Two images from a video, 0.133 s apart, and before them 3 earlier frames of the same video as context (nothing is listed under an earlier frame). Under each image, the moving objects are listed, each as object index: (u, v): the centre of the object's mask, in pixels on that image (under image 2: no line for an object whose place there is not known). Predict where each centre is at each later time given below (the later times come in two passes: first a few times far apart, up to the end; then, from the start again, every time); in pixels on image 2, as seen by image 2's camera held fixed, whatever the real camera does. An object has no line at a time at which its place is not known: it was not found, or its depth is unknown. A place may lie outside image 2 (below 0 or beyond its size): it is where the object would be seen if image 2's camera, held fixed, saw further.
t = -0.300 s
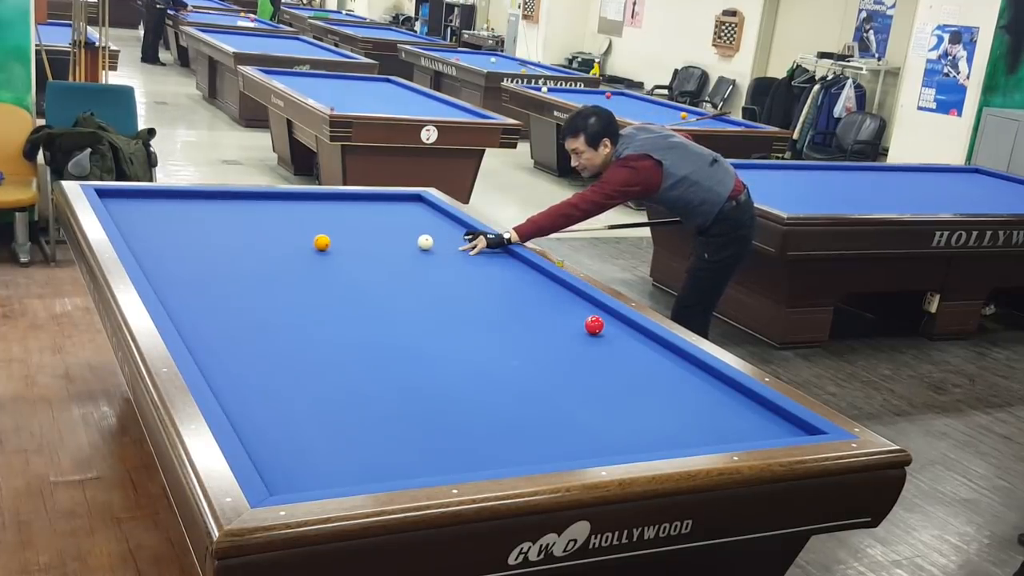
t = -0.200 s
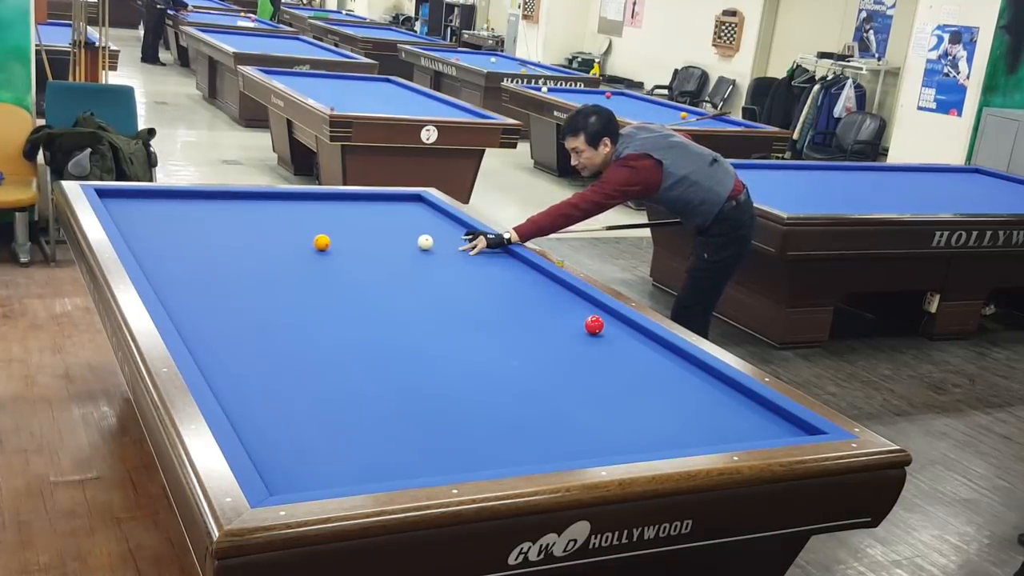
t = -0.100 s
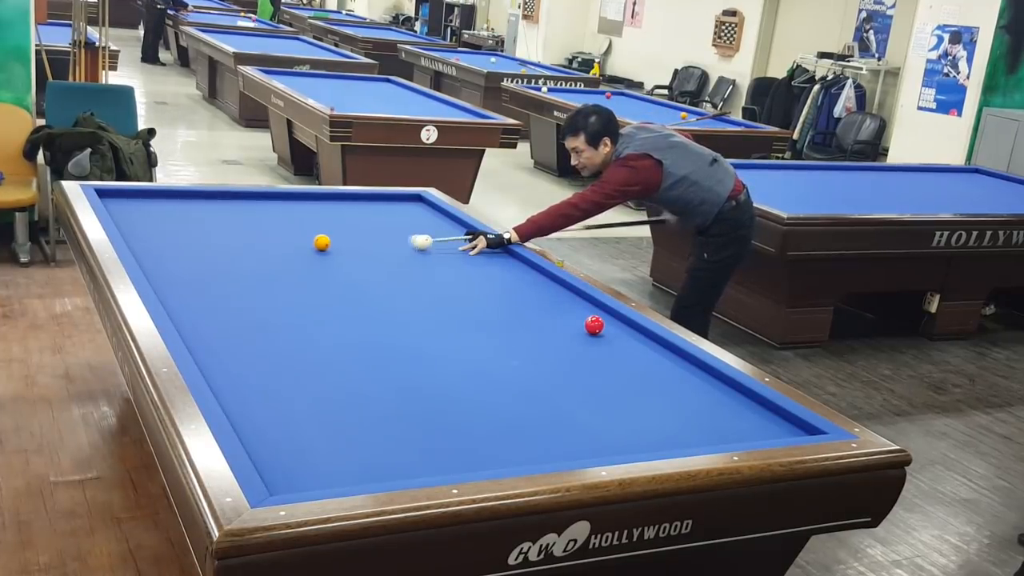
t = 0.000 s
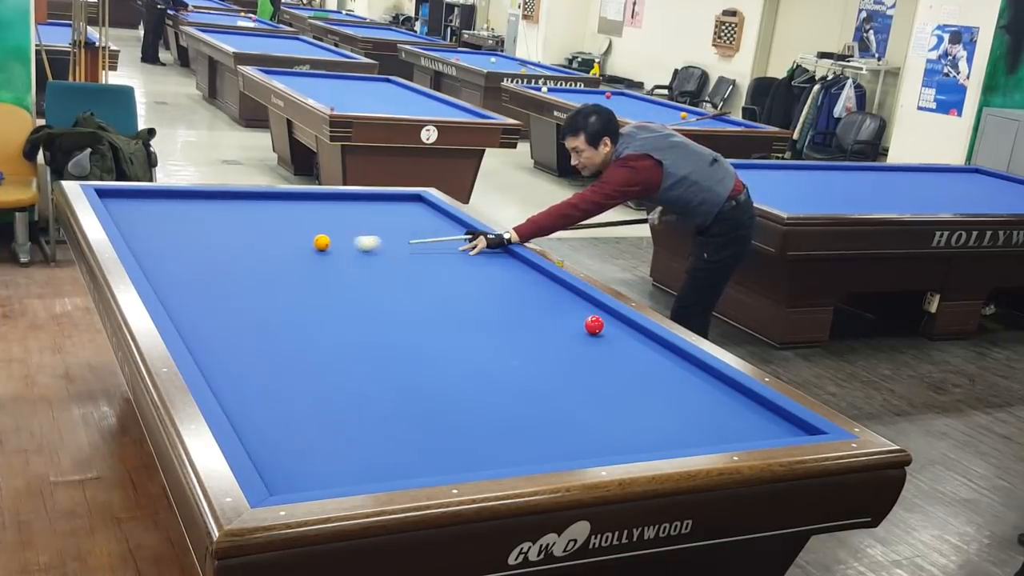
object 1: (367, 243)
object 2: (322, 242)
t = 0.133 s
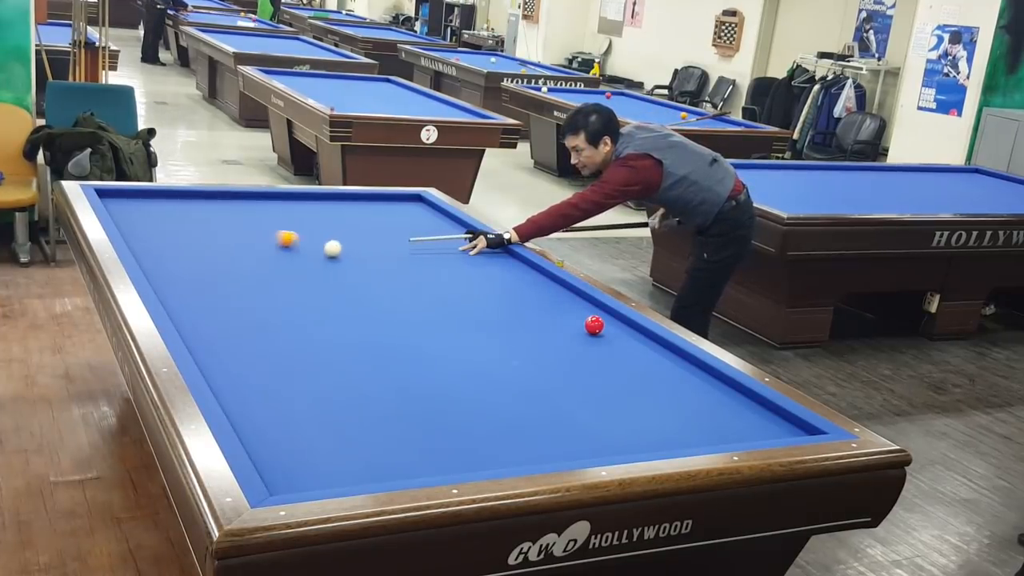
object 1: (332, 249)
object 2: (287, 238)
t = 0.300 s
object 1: (309, 258)
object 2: (221, 231)
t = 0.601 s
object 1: (250, 276)
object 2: (126, 221)
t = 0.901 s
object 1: (181, 297)
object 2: (169, 214)
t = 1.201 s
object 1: (228, 318)
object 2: (210, 209)
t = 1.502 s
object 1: (300, 341)
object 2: (247, 203)
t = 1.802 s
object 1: (375, 365)
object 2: (281, 198)
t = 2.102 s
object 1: (454, 390)
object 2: (311, 195)
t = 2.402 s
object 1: (538, 417)
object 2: (345, 198)
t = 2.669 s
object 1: (617, 442)
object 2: (373, 201)
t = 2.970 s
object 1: (655, 430)
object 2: (404, 204)
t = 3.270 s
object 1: (672, 407)
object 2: (433, 207)
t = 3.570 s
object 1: (686, 388)
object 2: (423, 210)
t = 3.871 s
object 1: (699, 370)
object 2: (412, 213)
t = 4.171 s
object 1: (668, 358)
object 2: (402, 215)
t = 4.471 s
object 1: (629, 348)
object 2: (391, 218)
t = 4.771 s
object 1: (592, 339)
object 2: (381, 221)
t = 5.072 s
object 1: (558, 330)
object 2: (371, 224)
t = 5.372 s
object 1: (526, 322)
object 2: (362, 227)
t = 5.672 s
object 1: (496, 314)
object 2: (353, 230)
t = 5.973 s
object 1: (468, 307)
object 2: (344, 232)
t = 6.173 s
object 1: (450, 303)
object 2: (338, 234)
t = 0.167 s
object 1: (329, 251)
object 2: (272, 237)
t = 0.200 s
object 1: (325, 253)
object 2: (259, 235)
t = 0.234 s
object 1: (320, 255)
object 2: (246, 234)
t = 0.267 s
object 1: (315, 256)
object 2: (234, 232)
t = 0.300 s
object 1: (309, 258)
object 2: (221, 231)
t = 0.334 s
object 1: (303, 260)
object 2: (211, 230)
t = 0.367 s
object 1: (297, 262)
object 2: (199, 229)
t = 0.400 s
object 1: (290, 264)
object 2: (189, 228)
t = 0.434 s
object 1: (284, 266)
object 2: (178, 227)
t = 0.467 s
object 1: (277, 268)
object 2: (168, 225)
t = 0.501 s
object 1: (270, 270)
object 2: (157, 224)
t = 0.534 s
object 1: (264, 272)
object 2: (147, 223)
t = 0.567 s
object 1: (257, 274)
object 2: (136, 222)
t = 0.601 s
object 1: (250, 276)
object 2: (126, 221)
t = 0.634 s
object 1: (242, 278)
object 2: (121, 220)
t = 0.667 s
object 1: (235, 281)
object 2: (129, 219)
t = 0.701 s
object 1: (228, 283)
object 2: (136, 219)
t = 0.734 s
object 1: (220, 285)
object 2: (143, 218)
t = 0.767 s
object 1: (213, 287)
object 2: (149, 217)
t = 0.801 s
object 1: (205, 289)
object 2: (155, 216)
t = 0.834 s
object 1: (197, 292)
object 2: (159, 216)
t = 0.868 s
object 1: (189, 294)
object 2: (164, 215)
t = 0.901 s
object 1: (181, 297)
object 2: (169, 214)
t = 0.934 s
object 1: (172, 299)
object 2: (174, 214)
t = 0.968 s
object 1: (171, 301)
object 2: (178, 213)
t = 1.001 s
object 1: (180, 304)
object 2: (183, 212)
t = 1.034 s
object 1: (189, 306)
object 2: (188, 212)
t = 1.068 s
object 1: (198, 309)
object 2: (192, 211)
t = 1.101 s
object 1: (205, 311)
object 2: (197, 211)
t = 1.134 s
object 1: (213, 313)
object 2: (201, 210)
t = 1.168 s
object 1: (220, 316)
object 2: (206, 209)
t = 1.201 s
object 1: (228, 318)
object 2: (210, 209)
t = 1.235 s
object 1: (236, 321)
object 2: (214, 208)
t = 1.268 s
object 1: (244, 323)
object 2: (218, 208)
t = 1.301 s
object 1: (252, 326)
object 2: (222, 207)
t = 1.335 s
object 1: (259, 328)
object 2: (227, 206)
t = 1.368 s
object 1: (267, 331)
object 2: (231, 206)
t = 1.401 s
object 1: (275, 333)
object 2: (235, 205)
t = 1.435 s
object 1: (283, 336)
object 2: (239, 205)
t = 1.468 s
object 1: (292, 338)
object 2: (243, 204)
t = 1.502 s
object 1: (300, 341)
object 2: (247, 203)
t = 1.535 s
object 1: (308, 344)
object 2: (251, 203)
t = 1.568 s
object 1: (316, 346)
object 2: (254, 202)
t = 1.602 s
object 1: (324, 349)
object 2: (258, 202)
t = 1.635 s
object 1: (332, 351)
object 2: (262, 201)
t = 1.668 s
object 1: (341, 354)
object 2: (266, 201)
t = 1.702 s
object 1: (349, 357)
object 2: (269, 200)
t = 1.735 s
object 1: (357, 359)
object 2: (273, 200)
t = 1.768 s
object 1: (366, 362)
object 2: (277, 199)
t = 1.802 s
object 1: (375, 365)
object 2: (281, 198)
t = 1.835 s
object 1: (383, 368)
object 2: (284, 198)
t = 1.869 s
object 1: (392, 370)
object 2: (287, 198)
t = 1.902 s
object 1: (401, 373)
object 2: (291, 197)
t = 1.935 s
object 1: (409, 376)
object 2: (294, 197)
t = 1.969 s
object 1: (418, 378)
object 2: (298, 196)
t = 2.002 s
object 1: (427, 381)
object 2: (301, 196)
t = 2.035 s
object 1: (436, 384)
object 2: (304, 195)
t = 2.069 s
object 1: (445, 387)
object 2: (308, 195)
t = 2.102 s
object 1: (454, 390)
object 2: (311, 195)
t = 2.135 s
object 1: (463, 393)
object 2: (315, 196)
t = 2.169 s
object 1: (472, 396)
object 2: (319, 196)
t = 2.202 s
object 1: (481, 399)
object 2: (323, 196)
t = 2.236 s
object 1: (491, 402)
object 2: (326, 196)
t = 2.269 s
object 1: (500, 405)
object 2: (330, 197)
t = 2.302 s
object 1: (509, 408)
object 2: (334, 197)
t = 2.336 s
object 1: (519, 411)
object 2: (337, 198)
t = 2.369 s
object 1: (528, 414)
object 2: (341, 198)
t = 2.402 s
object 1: (538, 417)
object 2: (345, 198)
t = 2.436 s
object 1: (548, 420)
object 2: (348, 199)
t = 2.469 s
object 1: (557, 423)
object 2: (352, 199)
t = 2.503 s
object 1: (567, 426)
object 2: (355, 199)
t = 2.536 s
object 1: (577, 429)
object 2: (359, 199)
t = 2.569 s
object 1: (587, 432)
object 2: (363, 200)
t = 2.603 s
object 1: (597, 436)
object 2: (366, 200)
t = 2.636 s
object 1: (607, 439)
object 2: (370, 201)
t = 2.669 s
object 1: (617, 442)
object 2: (373, 201)
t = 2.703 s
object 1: (628, 444)
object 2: (376, 201)
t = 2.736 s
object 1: (638, 445)
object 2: (380, 202)
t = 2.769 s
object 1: (644, 445)
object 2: (383, 202)
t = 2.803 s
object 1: (645, 443)
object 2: (387, 202)
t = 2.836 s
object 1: (647, 441)
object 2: (390, 203)
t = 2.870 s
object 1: (649, 438)
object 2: (394, 203)
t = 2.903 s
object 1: (651, 436)
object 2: (397, 203)
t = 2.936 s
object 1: (653, 433)
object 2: (401, 203)
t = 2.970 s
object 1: (655, 430)
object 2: (404, 204)
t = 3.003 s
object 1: (657, 427)
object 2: (408, 204)
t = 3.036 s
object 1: (659, 425)
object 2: (411, 205)
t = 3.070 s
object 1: (661, 422)
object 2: (414, 205)
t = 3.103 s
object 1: (663, 419)
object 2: (417, 205)
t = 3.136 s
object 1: (665, 417)
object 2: (421, 205)
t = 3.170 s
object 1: (666, 415)
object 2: (424, 206)
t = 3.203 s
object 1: (668, 412)
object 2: (427, 206)
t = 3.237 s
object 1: (670, 410)
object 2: (430, 206)
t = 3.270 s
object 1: (672, 407)
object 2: (433, 207)
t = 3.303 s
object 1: (673, 405)
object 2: (432, 207)
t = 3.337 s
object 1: (675, 403)
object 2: (431, 207)
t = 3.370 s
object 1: (677, 401)
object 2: (430, 208)
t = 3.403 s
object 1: (678, 398)
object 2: (428, 208)
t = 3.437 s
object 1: (680, 396)
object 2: (427, 208)
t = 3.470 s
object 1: (682, 394)
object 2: (426, 209)
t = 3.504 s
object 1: (683, 392)
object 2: (425, 209)
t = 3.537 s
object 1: (685, 390)
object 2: (424, 209)
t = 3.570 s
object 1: (686, 388)
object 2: (423, 210)
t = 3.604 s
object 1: (688, 386)
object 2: (422, 210)
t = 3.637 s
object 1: (690, 384)
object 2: (420, 210)
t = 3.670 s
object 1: (691, 382)
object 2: (419, 211)
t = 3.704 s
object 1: (692, 380)
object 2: (418, 211)
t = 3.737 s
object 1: (694, 378)
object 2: (417, 211)
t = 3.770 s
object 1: (695, 376)
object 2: (415, 212)
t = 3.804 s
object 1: (696, 374)
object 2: (414, 212)
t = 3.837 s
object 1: (698, 372)
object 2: (413, 212)
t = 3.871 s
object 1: (699, 370)
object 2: (412, 213)
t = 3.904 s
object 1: (701, 368)
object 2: (410, 213)
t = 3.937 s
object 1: (700, 366)
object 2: (409, 213)
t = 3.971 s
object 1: (695, 365)
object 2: (408, 214)
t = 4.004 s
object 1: (690, 364)
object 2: (407, 214)
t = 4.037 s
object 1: (686, 363)
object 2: (406, 214)
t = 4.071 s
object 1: (681, 361)
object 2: (405, 215)
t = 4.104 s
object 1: (677, 361)
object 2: (404, 215)
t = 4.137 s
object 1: (672, 359)
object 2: (403, 215)
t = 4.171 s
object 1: (668, 358)
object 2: (402, 215)
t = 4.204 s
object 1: (663, 357)
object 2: (400, 216)
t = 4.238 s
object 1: (659, 356)
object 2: (399, 216)
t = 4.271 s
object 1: (655, 354)
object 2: (398, 216)
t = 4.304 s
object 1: (650, 353)
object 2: (397, 217)
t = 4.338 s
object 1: (646, 352)
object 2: (396, 217)
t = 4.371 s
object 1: (642, 351)
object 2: (394, 217)
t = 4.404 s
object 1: (637, 350)
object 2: (393, 218)
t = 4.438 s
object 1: (633, 349)
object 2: (392, 218)
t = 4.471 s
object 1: (629, 348)
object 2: (391, 218)
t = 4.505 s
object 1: (625, 347)
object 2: (390, 219)
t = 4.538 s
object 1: (621, 346)
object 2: (389, 219)
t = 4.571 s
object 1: (616, 345)
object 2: (388, 219)
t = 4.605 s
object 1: (612, 344)
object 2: (387, 220)
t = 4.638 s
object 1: (608, 343)
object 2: (385, 220)
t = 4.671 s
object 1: (604, 342)
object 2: (385, 220)
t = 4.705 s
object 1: (600, 341)
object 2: (383, 221)
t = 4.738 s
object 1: (596, 340)
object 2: (382, 221)
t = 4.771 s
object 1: (592, 339)
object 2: (381, 221)
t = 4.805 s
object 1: (588, 338)
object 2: (380, 222)
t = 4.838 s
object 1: (585, 337)
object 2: (379, 222)
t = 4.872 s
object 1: (581, 336)
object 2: (378, 222)
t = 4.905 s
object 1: (577, 335)
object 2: (377, 222)
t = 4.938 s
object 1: (573, 334)
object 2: (376, 223)
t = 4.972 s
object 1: (569, 333)
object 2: (375, 223)
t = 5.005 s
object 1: (566, 332)
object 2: (374, 223)
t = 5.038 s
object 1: (562, 331)
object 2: (372, 224)
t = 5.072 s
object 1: (558, 330)
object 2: (371, 224)
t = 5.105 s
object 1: (554, 329)
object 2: (370, 224)
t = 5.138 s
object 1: (551, 328)
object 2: (369, 225)
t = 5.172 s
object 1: (548, 327)
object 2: (368, 225)
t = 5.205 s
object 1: (544, 326)
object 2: (367, 225)
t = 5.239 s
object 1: (540, 325)
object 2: (366, 226)
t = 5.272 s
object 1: (537, 325)
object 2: (365, 226)
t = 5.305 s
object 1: (533, 324)
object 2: (364, 226)
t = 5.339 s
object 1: (530, 323)
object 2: (363, 227)
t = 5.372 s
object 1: (526, 322)
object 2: (362, 227)
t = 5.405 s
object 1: (523, 321)
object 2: (361, 227)
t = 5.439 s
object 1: (520, 320)
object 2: (360, 227)
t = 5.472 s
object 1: (516, 319)
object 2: (359, 228)
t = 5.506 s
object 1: (513, 319)
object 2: (358, 228)
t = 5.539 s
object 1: (509, 318)
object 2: (357, 228)
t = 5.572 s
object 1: (506, 317)
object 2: (356, 228)
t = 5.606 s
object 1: (503, 316)
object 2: (355, 229)
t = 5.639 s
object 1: (500, 315)
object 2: (354, 229)
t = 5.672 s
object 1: (496, 314)
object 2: (353, 230)
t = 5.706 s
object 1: (493, 314)
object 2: (352, 230)
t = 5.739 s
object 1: (490, 313)
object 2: (351, 230)
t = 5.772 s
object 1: (487, 312)
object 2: (350, 230)
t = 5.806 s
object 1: (484, 311)
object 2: (349, 231)
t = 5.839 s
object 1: (481, 311)
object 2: (348, 231)
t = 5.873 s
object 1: (478, 310)
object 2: (347, 231)
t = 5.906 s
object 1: (474, 309)
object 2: (346, 231)
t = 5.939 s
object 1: (471, 308)
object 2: (345, 232)
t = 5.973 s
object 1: (468, 307)
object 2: (344, 232)
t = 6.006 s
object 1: (465, 307)
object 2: (343, 232)
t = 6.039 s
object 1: (462, 306)
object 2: (342, 233)
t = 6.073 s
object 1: (459, 305)
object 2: (341, 233)
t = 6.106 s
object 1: (456, 304)
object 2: (340, 233)
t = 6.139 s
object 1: (453, 304)
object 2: (339, 233)
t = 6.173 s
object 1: (450, 303)
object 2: (338, 234)
